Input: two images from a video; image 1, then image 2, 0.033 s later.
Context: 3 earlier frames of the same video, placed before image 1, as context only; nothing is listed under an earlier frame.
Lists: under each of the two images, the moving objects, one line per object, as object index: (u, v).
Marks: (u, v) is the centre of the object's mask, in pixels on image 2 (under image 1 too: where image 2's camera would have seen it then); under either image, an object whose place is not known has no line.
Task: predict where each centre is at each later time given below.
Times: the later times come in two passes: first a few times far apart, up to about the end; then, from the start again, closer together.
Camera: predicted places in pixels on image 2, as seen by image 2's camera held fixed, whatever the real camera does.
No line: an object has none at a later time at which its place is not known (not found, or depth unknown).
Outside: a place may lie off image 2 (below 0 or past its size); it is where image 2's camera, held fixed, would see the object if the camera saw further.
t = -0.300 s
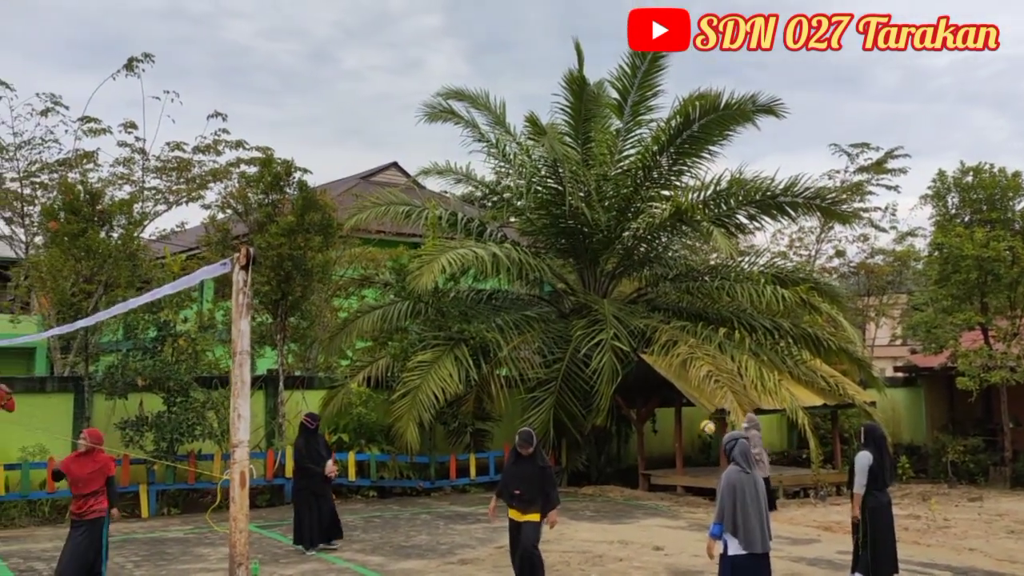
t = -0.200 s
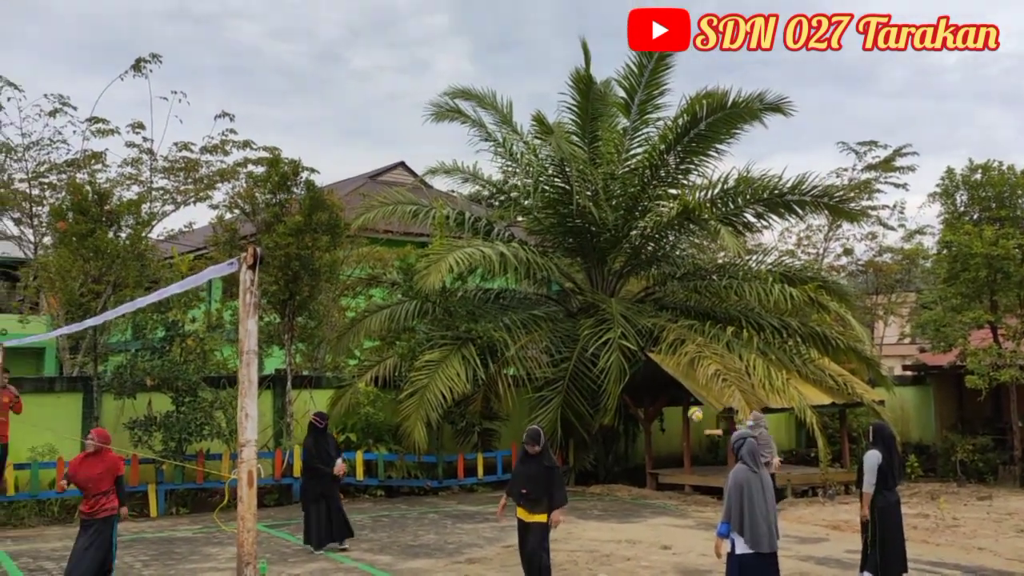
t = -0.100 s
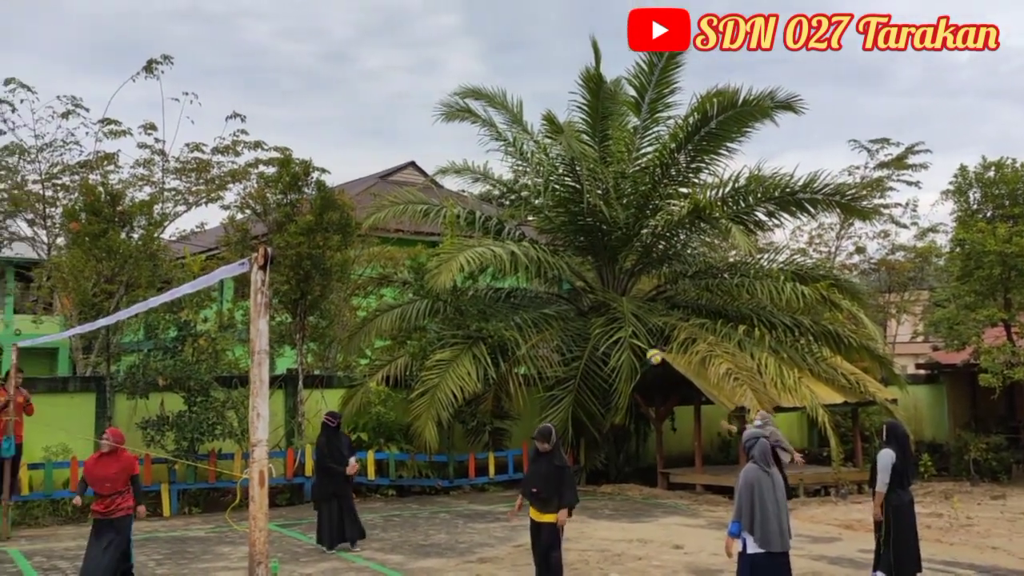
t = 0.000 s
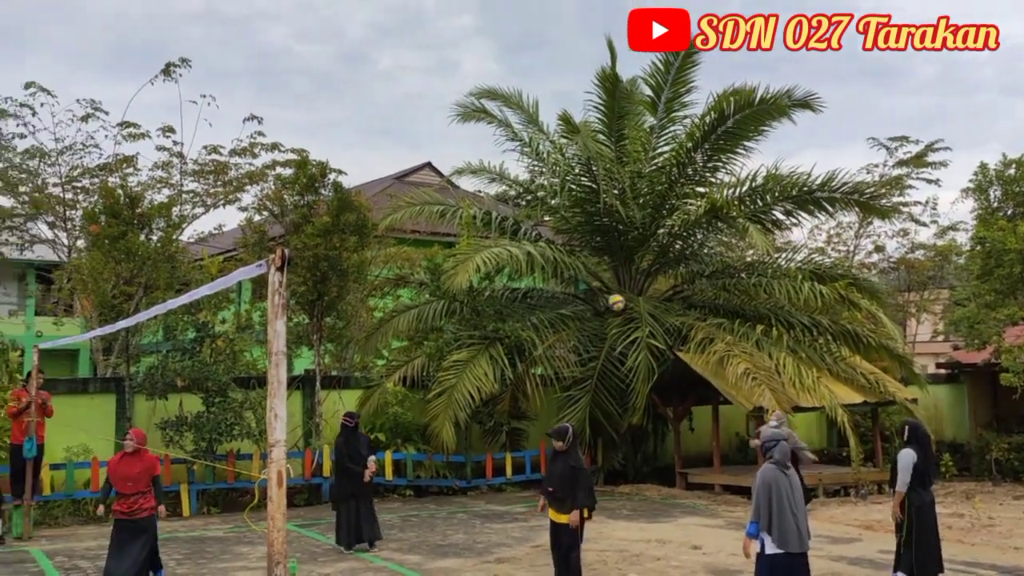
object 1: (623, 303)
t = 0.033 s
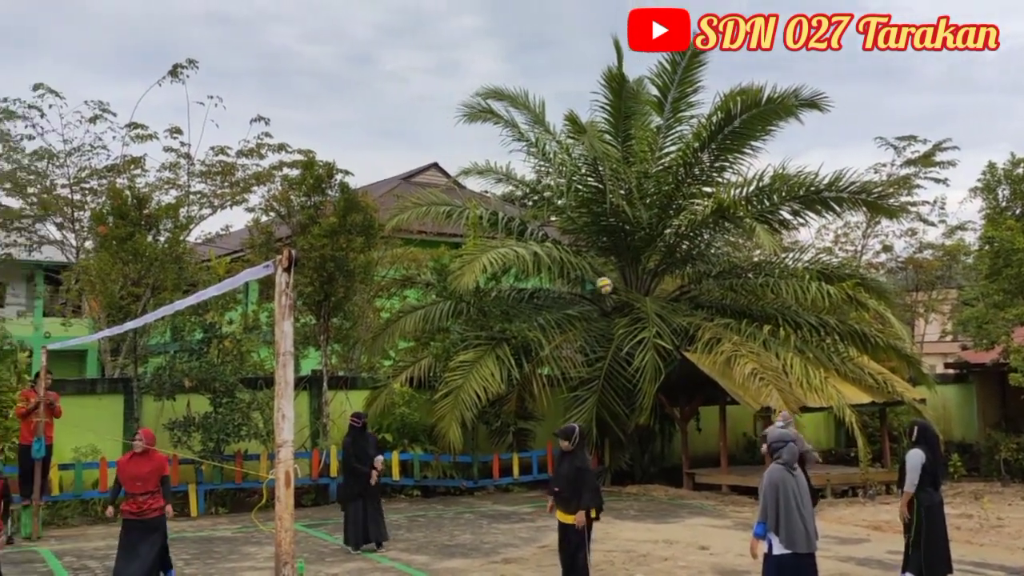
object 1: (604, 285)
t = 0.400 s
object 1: (358, 133)
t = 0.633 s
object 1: (162, 78)
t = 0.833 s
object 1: (-41, 76)
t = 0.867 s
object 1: (-78, 81)
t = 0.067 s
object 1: (585, 268)
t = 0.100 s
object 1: (565, 251)
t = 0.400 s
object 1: (358, 133)
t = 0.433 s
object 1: (331, 123)
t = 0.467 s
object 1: (304, 112)
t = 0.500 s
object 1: (276, 104)
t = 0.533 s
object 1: (249, 96)
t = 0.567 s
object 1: (221, 89)
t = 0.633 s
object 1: (162, 78)
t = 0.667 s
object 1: (130, 75)
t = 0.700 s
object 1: (98, 73)
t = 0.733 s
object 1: (63, 71)
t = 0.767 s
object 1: (31, 72)
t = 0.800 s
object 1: (-5, 73)
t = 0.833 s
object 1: (-41, 76)
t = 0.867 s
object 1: (-78, 81)
